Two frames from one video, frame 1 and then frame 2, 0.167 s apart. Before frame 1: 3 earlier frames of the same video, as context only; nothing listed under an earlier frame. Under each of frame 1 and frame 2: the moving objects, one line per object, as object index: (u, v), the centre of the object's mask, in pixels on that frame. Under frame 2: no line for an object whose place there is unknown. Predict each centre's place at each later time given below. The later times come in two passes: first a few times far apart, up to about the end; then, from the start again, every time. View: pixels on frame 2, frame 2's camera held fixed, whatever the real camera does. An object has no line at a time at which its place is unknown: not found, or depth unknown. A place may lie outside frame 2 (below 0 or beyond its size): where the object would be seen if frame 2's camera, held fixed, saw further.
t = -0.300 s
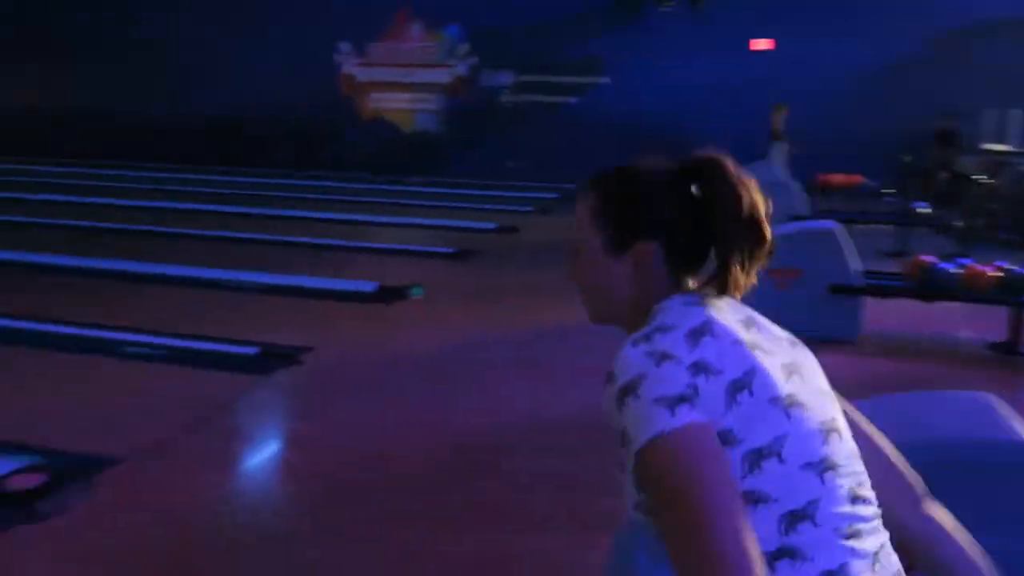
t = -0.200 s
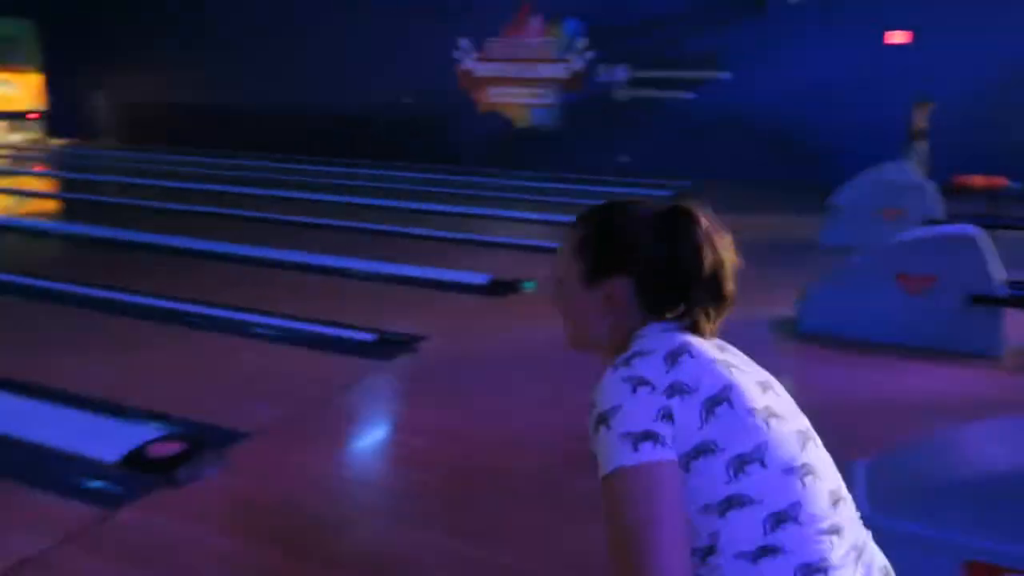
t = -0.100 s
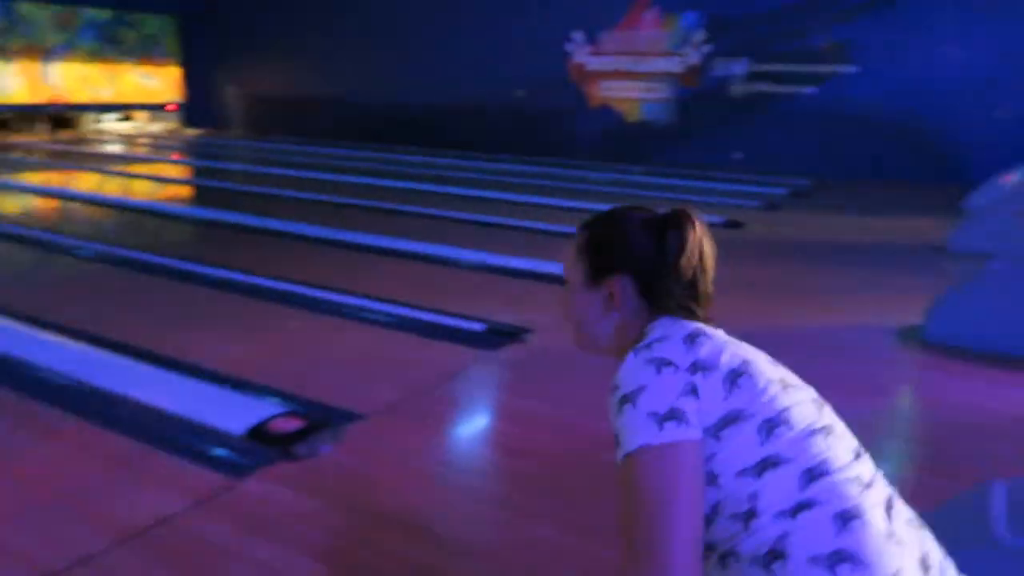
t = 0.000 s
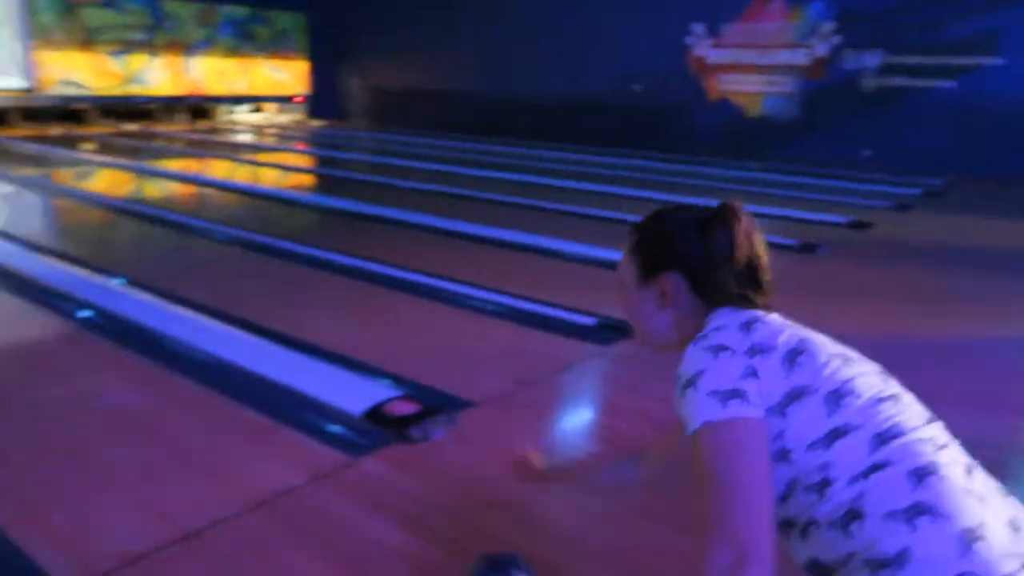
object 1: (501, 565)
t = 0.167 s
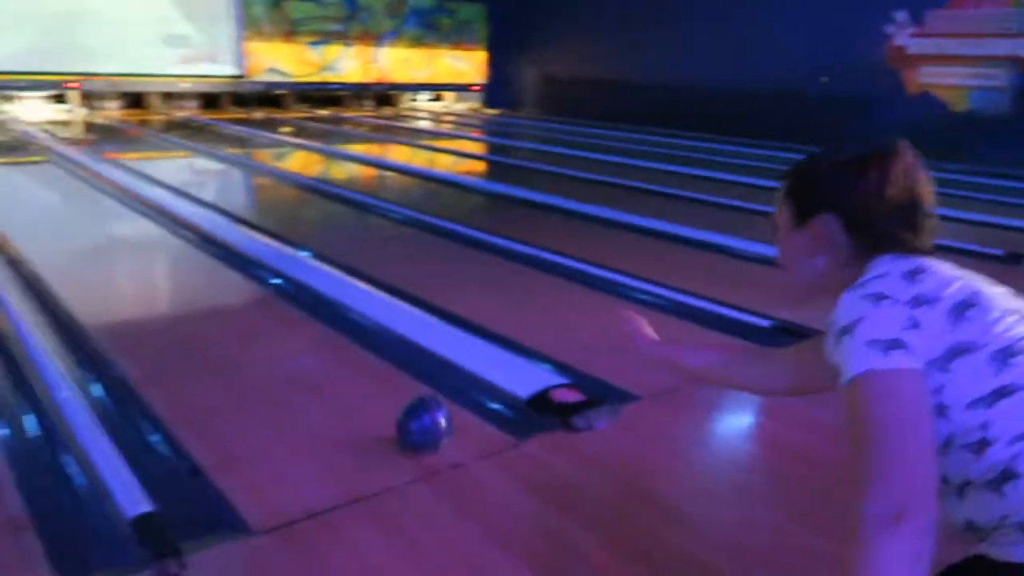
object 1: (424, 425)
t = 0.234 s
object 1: (365, 385)
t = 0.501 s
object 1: (219, 279)
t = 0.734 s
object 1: (149, 229)
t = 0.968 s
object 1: (104, 197)
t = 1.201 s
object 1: (72, 174)
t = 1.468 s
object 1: (46, 156)
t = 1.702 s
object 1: (28, 145)
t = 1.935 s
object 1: (14, 135)
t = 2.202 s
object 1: (3, 126)
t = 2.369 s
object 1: (2, 127)
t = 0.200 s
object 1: (393, 403)
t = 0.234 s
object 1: (365, 385)
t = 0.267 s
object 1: (341, 366)
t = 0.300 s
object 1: (318, 350)
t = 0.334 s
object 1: (298, 336)
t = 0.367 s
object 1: (280, 322)
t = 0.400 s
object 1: (262, 310)
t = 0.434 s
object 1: (246, 299)
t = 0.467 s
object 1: (233, 287)
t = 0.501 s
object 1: (219, 279)
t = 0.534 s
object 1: (207, 270)
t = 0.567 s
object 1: (196, 262)
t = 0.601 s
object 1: (185, 254)
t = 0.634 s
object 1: (175, 247)
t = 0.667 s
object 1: (166, 241)
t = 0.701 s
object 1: (157, 234)
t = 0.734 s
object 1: (149, 229)
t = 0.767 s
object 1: (141, 223)
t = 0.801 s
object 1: (134, 218)
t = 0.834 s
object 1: (127, 213)
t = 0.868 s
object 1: (121, 209)
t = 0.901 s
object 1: (115, 205)
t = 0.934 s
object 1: (109, 200)
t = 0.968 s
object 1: (104, 197)
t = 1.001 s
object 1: (99, 193)
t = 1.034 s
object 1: (94, 189)
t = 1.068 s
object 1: (88, 186)
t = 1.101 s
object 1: (84, 183)
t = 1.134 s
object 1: (80, 180)
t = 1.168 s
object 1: (76, 177)
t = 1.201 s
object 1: (72, 174)
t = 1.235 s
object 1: (69, 172)
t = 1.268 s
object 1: (65, 169)
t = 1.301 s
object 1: (61, 166)
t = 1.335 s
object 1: (58, 164)
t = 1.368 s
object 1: (55, 162)
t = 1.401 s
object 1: (53, 160)
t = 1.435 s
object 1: (49, 158)
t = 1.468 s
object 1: (46, 156)
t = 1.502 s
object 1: (43, 154)
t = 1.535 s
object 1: (40, 152)
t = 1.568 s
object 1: (37, 150)
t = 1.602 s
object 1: (36, 148)
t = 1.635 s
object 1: (33, 147)
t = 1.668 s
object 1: (31, 146)
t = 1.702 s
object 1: (28, 145)
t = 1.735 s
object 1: (26, 143)
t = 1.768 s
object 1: (24, 142)
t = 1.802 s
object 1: (22, 140)
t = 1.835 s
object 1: (20, 139)
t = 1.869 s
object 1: (18, 138)
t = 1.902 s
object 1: (16, 136)
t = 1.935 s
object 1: (14, 135)
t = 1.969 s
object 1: (12, 134)
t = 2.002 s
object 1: (11, 133)
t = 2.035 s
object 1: (8, 131)
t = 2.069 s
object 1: (8, 129)
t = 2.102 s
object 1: (6, 128)
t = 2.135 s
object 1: (5, 127)
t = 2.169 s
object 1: (4, 127)
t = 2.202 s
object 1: (3, 126)
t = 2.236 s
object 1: (1, 126)
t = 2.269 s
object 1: (1, 127)
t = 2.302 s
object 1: (1, 128)
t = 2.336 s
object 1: (2, 127)
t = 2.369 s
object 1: (2, 127)
